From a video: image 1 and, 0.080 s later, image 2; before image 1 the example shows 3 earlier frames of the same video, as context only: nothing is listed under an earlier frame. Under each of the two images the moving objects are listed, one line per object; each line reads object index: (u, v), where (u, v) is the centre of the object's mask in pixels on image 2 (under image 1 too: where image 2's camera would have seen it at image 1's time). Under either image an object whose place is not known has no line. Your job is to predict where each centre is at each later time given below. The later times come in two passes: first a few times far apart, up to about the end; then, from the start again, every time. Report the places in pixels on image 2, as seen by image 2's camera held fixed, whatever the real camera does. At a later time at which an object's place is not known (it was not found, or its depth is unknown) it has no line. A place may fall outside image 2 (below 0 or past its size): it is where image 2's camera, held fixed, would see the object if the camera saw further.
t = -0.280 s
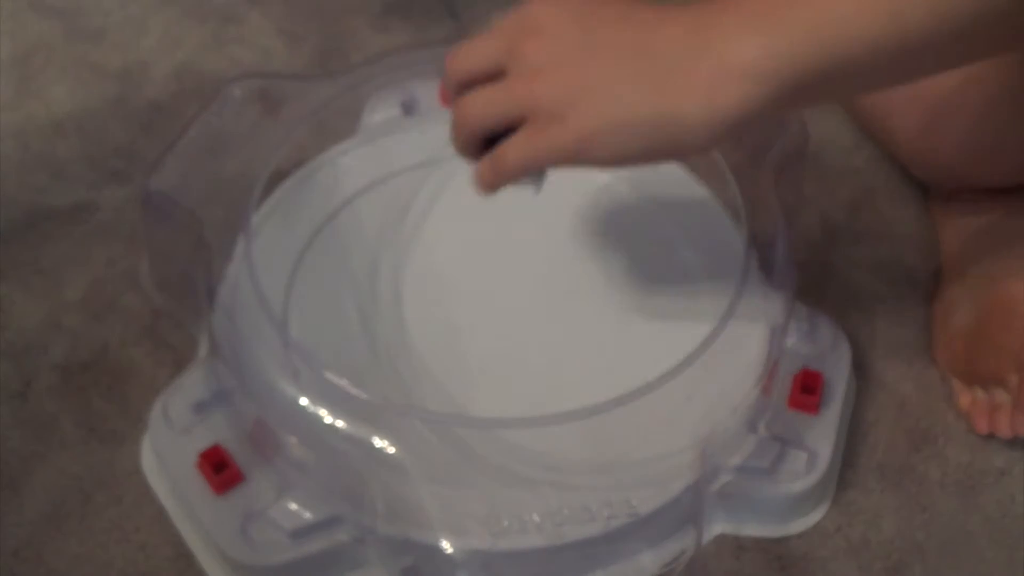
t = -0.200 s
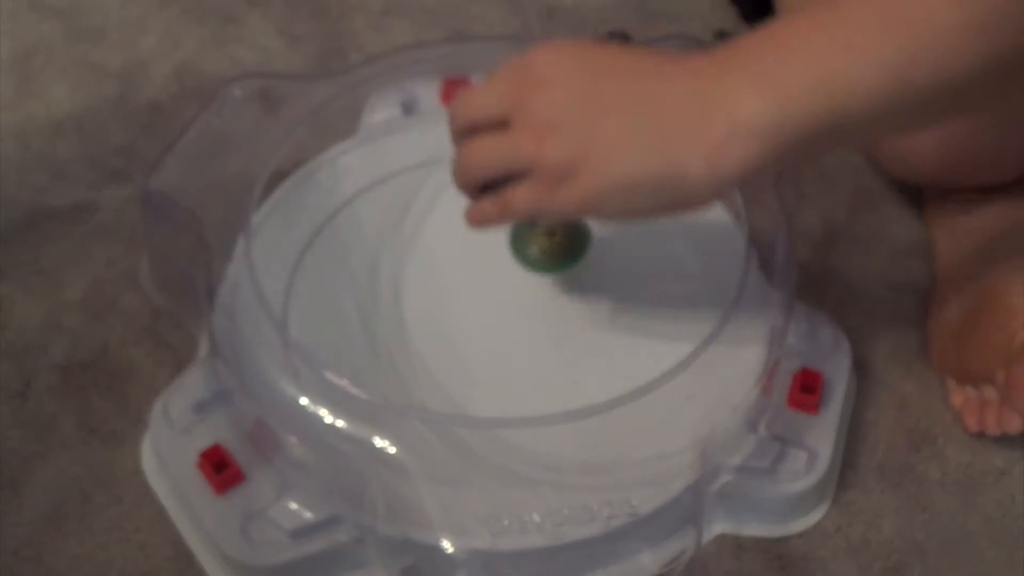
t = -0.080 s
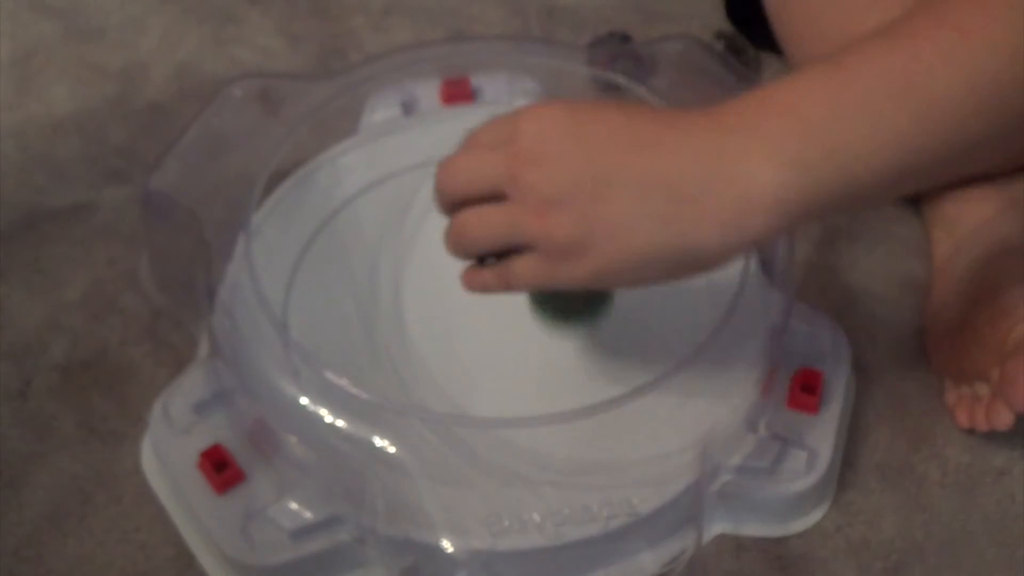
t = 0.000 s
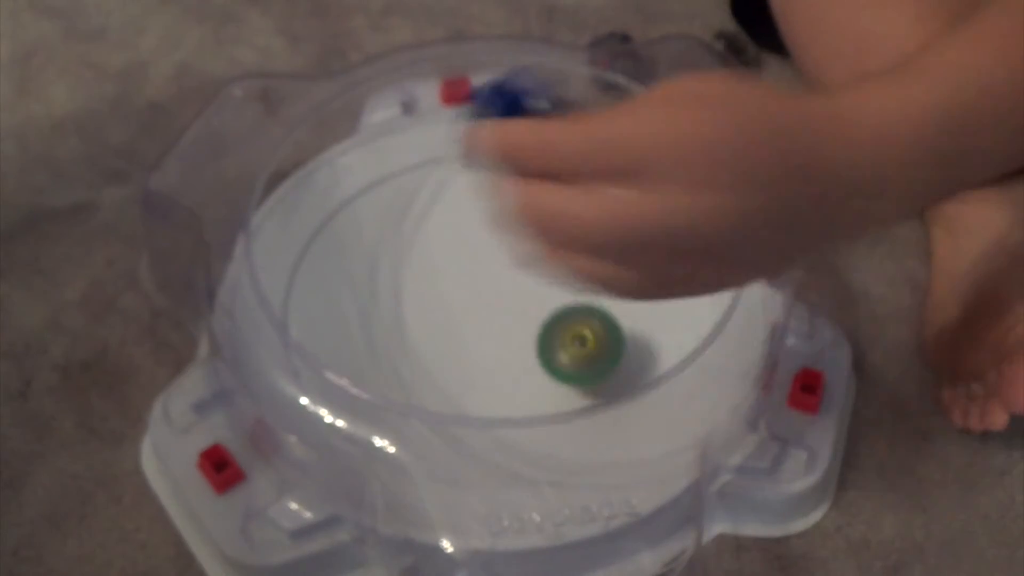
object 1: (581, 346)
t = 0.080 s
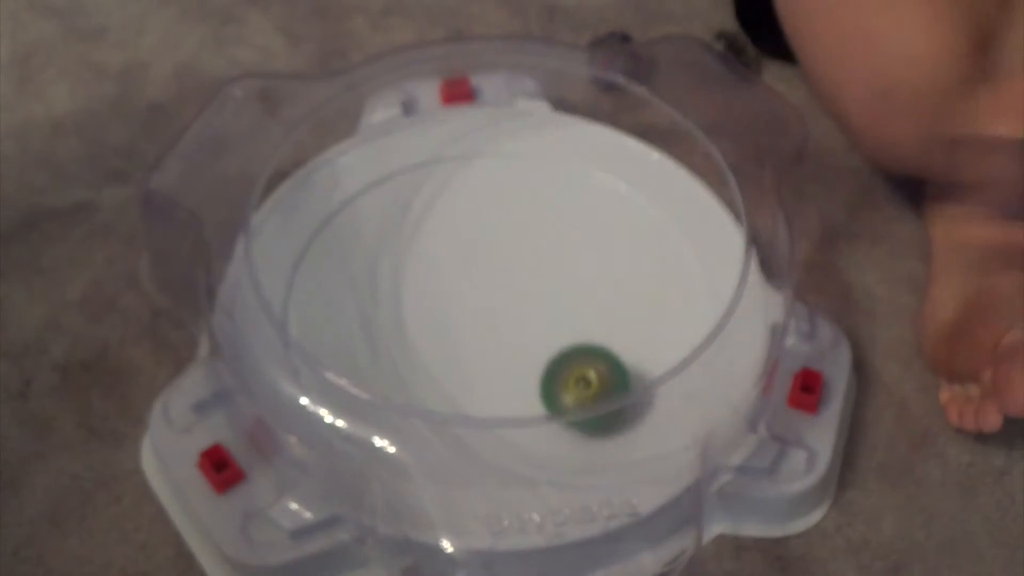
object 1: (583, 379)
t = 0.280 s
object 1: (578, 399)
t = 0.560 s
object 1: (580, 333)
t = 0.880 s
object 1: (589, 371)
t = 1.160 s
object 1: (651, 377)
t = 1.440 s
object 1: (570, 336)
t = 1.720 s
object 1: (442, 385)
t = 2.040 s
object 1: (518, 450)
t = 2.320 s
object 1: (500, 327)
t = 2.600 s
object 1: (355, 283)
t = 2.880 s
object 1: (313, 316)
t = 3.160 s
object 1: (401, 330)
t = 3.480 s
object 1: (485, 231)
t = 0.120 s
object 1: (583, 398)
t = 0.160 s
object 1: (582, 404)
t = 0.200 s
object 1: (580, 406)
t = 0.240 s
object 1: (578, 404)
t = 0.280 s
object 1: (578, 399)
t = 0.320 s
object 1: (578, 391)
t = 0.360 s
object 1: (576, 377)
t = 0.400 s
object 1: (577, 370)
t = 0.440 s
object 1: (578, 360)
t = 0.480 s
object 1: (579, 349)
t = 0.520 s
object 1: (580, 340)
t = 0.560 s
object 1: (580, 333)
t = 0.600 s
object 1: (579, 330)
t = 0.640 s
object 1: (579, 330)
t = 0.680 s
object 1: (578, 334)
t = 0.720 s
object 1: (578, 339)
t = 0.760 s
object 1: (578, 347)
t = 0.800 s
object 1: (580, 356)
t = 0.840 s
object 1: (584, 365)
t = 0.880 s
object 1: (589, 371)
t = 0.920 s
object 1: (594, 374)
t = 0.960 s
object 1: (601, 377)
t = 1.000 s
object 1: (612, 384)
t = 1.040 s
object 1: (623, 387)
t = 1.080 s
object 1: (633, 386)
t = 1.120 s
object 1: (642, 382)
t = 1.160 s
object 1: (651, 377)
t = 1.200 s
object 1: (656, 368)
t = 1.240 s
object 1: (650, 353)
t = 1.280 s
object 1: (647, 347)
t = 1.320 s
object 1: (637, 343)
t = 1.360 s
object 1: (617, 338)
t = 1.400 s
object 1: (594, 335)
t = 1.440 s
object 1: (570, 336)
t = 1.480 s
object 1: (544, 338)
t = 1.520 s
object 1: (520, 343)
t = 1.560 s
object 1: (497, 349)
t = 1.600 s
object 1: (478, 357)
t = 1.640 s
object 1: (461, 367)
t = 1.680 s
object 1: (450, 377)
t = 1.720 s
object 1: (442, 385)
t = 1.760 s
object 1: (437, 399)
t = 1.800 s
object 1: (435, 413)
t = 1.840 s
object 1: (436, 429)
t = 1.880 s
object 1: (443, 446)
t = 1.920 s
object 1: (458, 452)
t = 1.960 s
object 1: (476, 455)
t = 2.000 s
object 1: (497, 454)
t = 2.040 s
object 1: (518, 450)
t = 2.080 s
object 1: (534, 433)
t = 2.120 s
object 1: (543, 415)
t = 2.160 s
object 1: (543, 391)
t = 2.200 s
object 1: (541, 380)
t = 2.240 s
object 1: (530, 360)
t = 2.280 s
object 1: (517, 343)
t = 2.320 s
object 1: (500, 327)
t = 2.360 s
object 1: (480, 313)
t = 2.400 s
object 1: (458, 302)
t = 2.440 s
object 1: (436, 293)
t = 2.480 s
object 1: (414, 286)
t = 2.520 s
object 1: (393, 282)
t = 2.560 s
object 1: (373, 281)
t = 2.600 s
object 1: (355, 283)
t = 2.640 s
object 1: (338, 285)
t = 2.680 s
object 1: (322, 288)
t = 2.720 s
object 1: (307, 292)
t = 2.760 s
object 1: (300, 297)
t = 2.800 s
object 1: (302, 302)
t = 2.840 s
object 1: (307, 309)
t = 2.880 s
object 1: (313, 316)
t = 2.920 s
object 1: (319, 322)
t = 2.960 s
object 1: (327, 327)
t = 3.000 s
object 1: (337, 331)
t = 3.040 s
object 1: (351, 334)
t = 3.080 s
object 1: (366, 333)
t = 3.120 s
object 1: (383, 332)
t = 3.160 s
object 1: (401, 330)
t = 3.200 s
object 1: (421, 324)
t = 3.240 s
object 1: (438, 316)
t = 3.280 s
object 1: (454, 305)
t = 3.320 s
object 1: (466, 292)
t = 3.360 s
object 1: (475, 279)
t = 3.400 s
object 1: (481, 264)
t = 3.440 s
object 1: (484, 247)
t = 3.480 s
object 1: (485, 231)
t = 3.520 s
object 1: (483, 215)
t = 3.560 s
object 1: (480, 201)
